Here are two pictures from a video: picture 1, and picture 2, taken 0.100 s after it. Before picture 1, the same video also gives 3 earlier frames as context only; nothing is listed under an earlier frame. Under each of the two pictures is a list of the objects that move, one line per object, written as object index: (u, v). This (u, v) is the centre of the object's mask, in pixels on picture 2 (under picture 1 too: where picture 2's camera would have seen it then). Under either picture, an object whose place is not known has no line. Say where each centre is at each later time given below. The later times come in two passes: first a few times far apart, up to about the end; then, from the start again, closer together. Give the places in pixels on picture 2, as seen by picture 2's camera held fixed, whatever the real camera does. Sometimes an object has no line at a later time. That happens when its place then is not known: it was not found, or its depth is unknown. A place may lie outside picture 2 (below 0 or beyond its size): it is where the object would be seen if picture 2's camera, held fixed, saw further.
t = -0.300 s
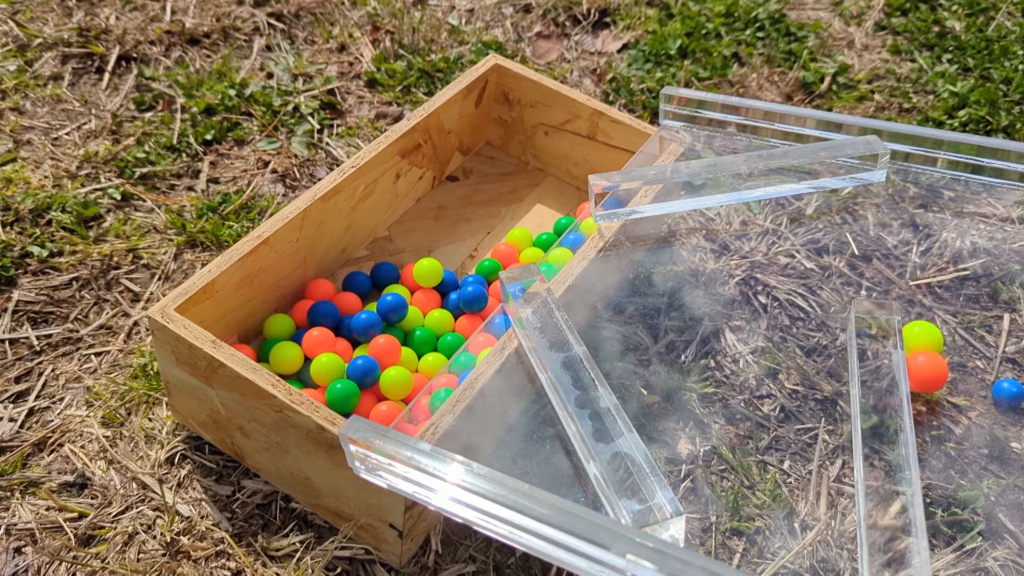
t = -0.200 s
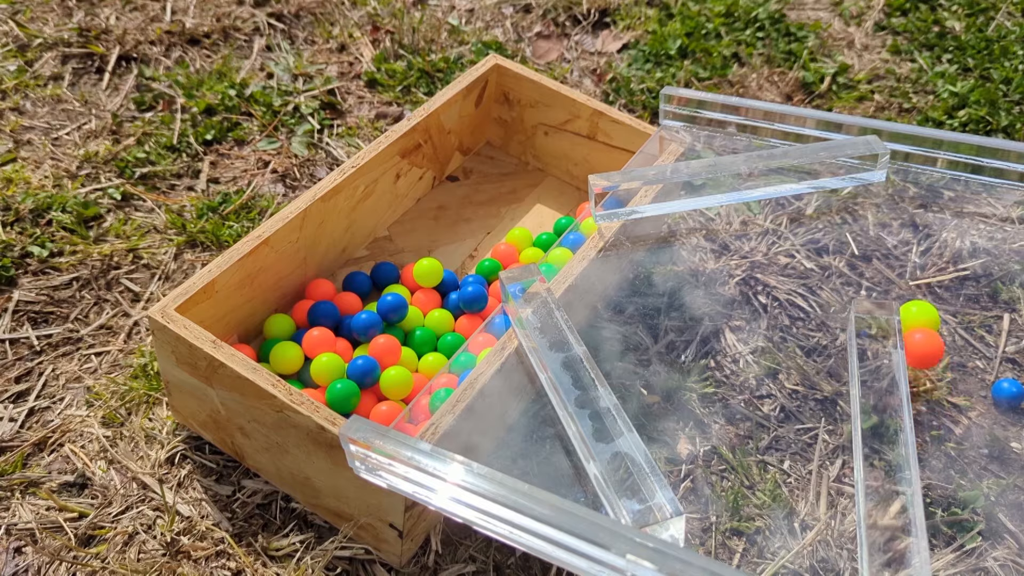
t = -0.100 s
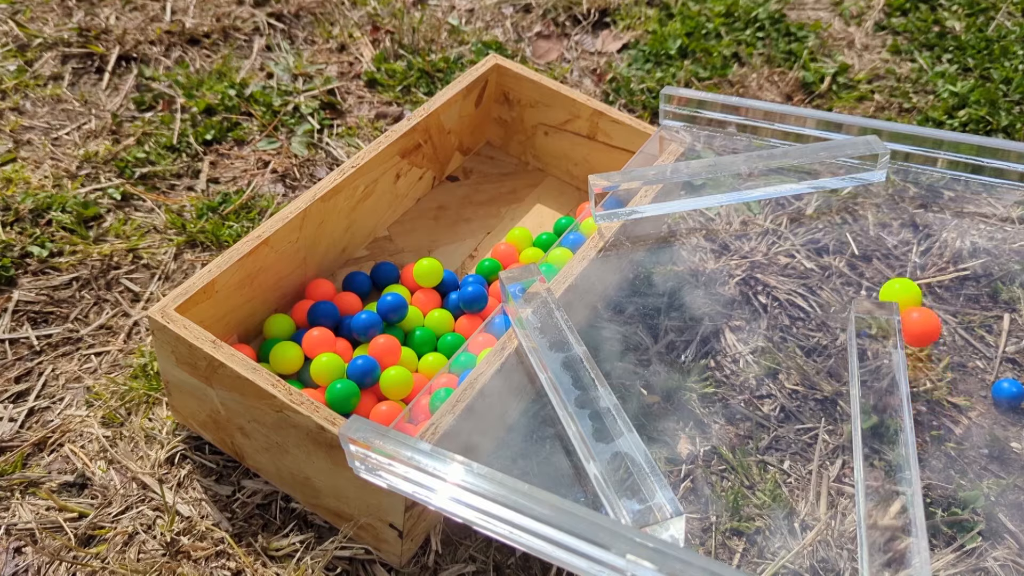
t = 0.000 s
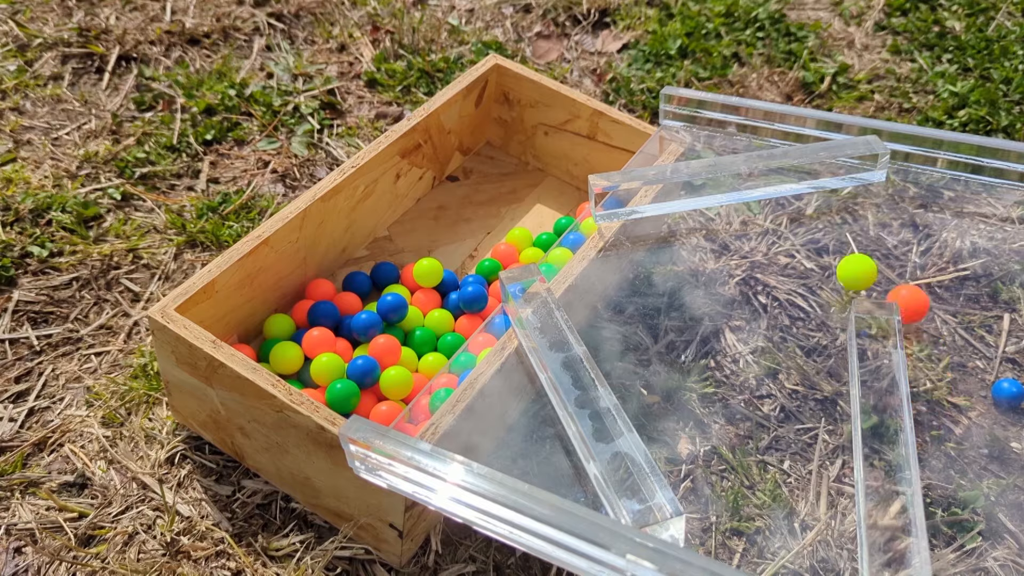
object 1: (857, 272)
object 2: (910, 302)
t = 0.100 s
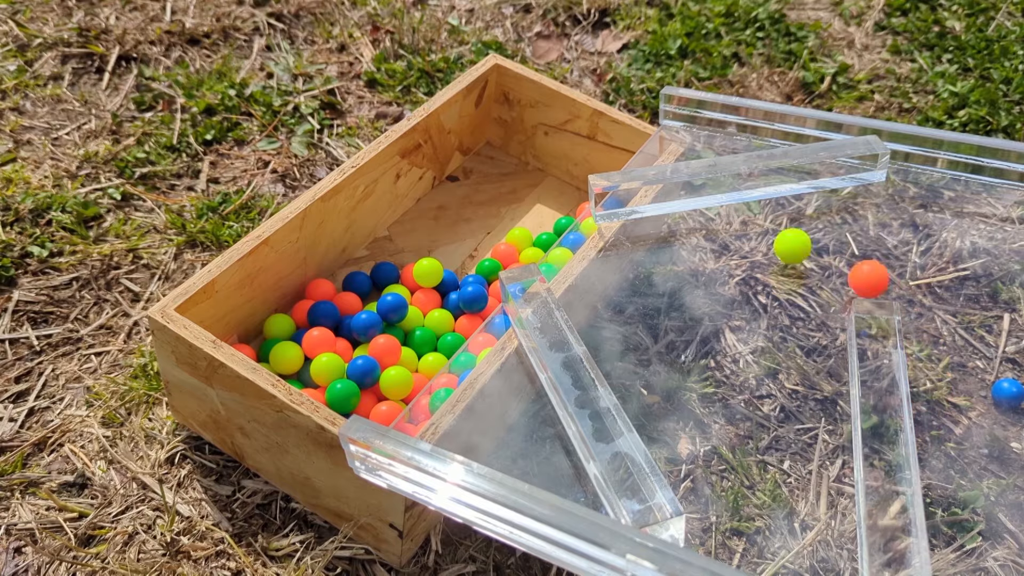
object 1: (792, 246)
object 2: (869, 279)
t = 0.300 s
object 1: (629, 231)
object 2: (719, 221)
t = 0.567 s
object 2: (504, 261)
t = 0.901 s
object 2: (502, 334)
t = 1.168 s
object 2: (501, 334)
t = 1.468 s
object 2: (501, 334)
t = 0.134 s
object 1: (767, 237)
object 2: (851, 270)
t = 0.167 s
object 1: (740, 228)
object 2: (831, 261)
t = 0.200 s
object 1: (712, 219)
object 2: (809, 252)
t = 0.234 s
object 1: (682, 211)
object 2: (785, 243)
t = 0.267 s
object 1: (661, 216)
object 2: (760, 234)
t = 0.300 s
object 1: (629, 231)
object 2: (719, 221)
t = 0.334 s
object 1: (603, 239)
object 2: (690, 211)
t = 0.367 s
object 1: (574, 247)
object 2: (668, 214)
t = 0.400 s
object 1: (543, 253)
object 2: (649, 227)
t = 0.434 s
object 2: (625, 234)
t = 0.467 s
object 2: (599, 242)
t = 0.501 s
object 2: (570, 249)
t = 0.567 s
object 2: (504, 261)
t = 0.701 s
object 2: (481, 337)
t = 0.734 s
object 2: (493, 330)
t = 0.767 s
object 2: (499, 332)
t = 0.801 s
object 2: (501, 333)
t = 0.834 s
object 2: (501, 334)
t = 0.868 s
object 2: (501, 334)
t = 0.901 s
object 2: (502, 334)
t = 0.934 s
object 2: (501, 334)
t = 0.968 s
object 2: (501, 334)
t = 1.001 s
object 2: (501, 334)
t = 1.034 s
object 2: (501, 334)
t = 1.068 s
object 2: (501, 334)
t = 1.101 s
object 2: (501, 334)
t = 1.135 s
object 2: (501, 334)
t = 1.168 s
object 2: (501, 334)
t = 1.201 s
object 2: (501, 334)
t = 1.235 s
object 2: (501, 334)
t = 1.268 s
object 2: (501, 334)
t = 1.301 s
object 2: (501, 333)
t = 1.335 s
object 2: (501, 334)
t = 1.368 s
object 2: (501, 334)
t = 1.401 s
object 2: (501, 333)
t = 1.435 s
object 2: (501, 333)
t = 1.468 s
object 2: (501, 334)
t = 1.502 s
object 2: (501, 333)
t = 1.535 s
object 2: (501, 333)
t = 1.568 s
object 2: (501, 334)
